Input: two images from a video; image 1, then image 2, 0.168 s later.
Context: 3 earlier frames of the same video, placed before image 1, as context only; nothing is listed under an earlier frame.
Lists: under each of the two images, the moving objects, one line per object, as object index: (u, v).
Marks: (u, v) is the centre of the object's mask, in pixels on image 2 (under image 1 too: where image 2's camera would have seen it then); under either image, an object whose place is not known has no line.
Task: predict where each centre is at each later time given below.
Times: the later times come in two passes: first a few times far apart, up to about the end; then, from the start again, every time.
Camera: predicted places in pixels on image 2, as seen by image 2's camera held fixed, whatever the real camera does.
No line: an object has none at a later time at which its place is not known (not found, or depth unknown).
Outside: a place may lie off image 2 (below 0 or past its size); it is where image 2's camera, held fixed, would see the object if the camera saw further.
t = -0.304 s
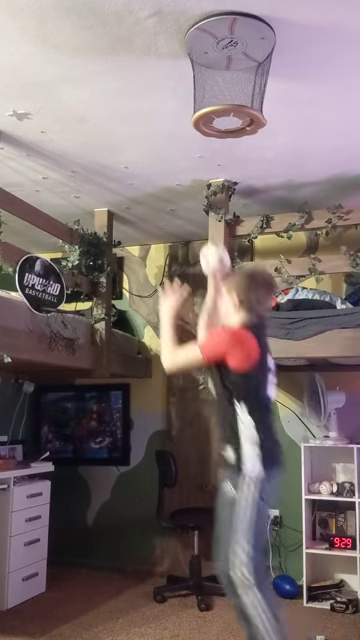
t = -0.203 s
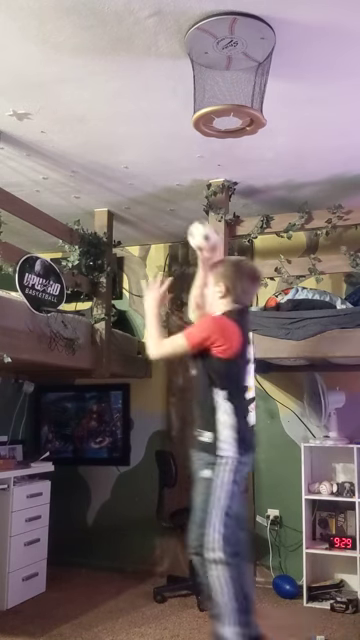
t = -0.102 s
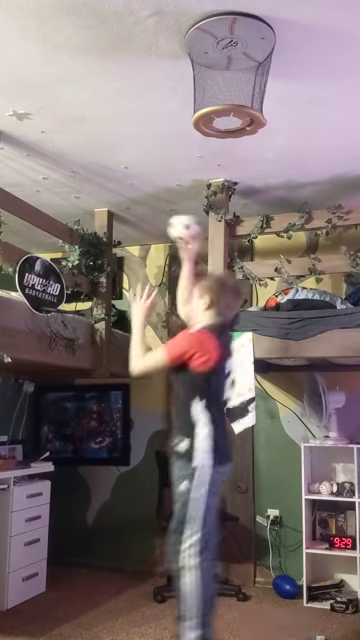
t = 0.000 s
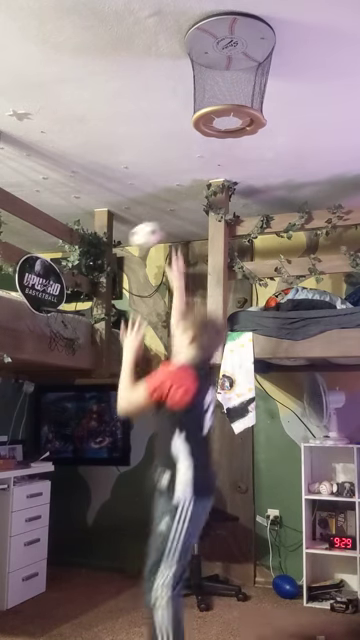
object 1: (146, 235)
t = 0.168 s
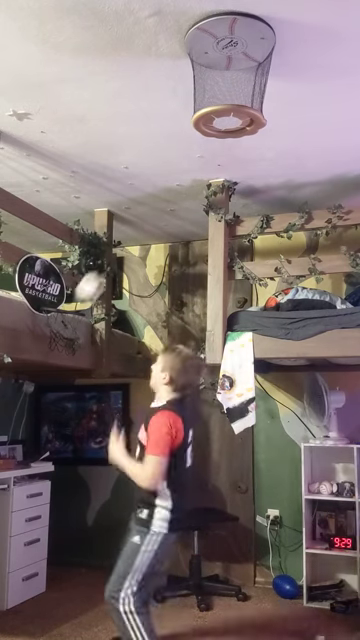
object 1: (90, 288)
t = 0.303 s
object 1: (65, 326)
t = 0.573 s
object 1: (73, 343)
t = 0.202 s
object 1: (80, 303)
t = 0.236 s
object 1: (72, 323)
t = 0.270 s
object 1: (69, 326)
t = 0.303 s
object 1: (65, 326)
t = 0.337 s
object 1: (67, 326)
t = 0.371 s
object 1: (58, 323)
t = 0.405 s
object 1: (58, 322)
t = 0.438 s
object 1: (63, 324)
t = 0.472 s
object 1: (66, 325)
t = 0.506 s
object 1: (67, 327)
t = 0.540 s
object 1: (70, 334)
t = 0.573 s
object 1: (73, 343)
